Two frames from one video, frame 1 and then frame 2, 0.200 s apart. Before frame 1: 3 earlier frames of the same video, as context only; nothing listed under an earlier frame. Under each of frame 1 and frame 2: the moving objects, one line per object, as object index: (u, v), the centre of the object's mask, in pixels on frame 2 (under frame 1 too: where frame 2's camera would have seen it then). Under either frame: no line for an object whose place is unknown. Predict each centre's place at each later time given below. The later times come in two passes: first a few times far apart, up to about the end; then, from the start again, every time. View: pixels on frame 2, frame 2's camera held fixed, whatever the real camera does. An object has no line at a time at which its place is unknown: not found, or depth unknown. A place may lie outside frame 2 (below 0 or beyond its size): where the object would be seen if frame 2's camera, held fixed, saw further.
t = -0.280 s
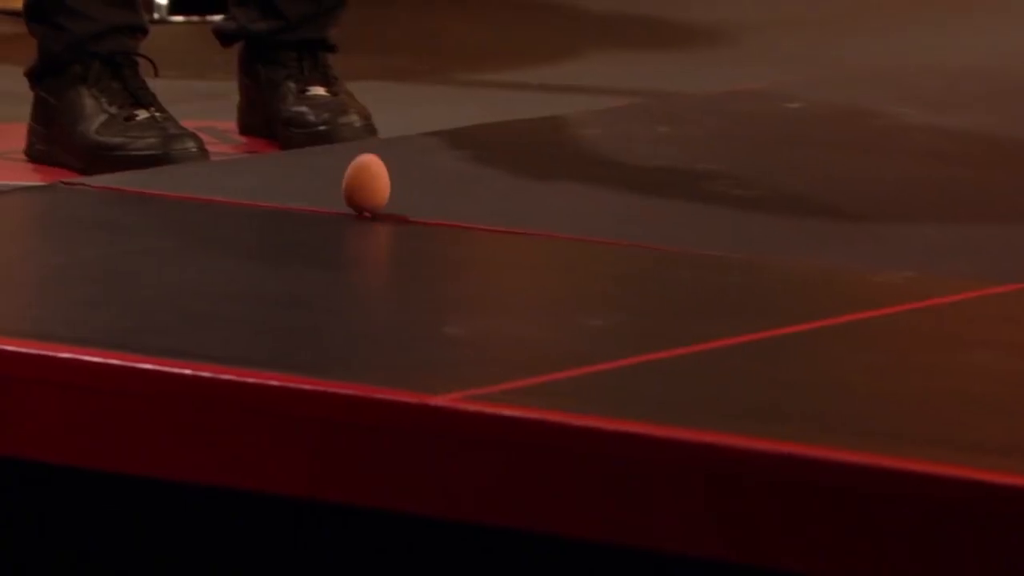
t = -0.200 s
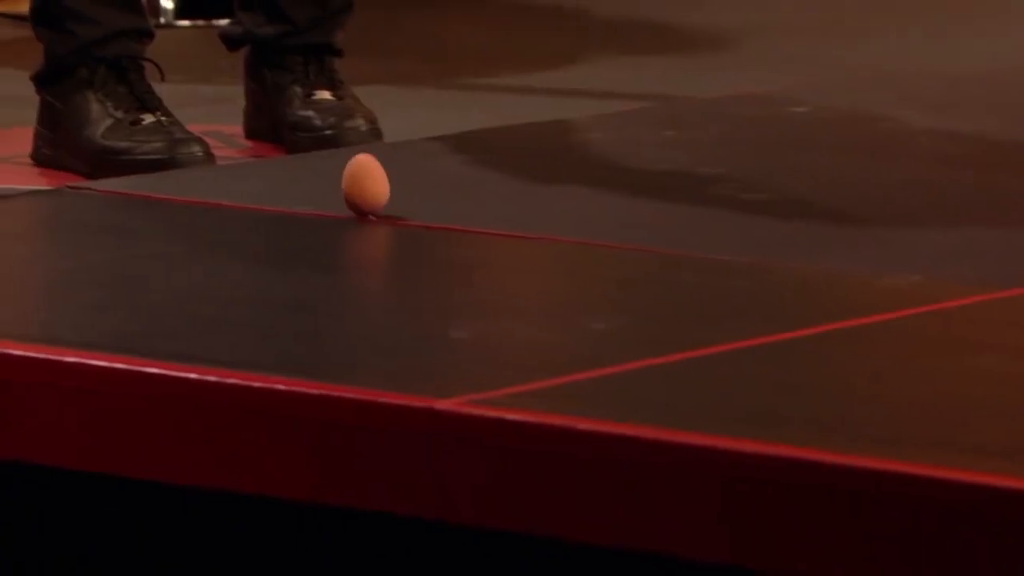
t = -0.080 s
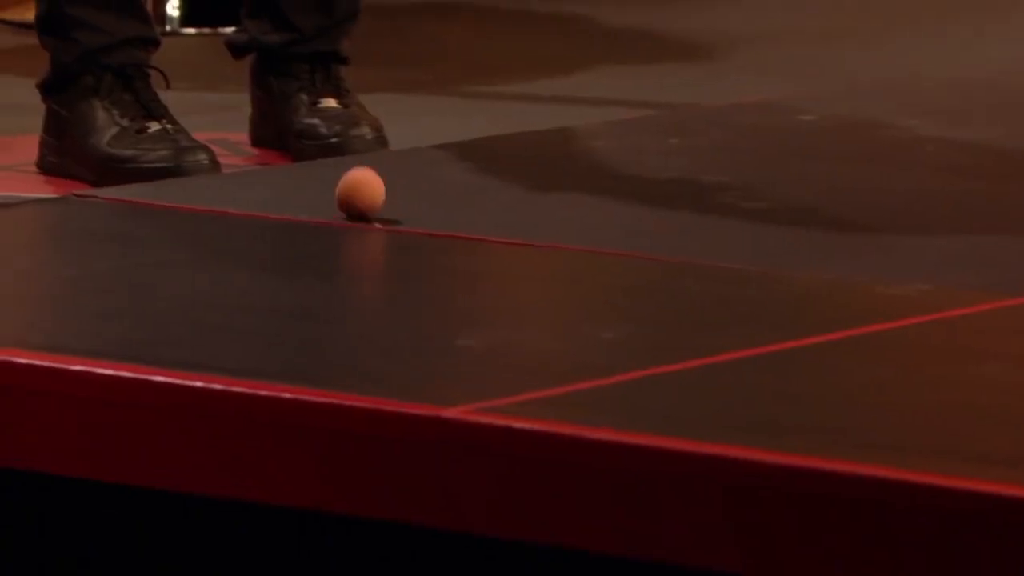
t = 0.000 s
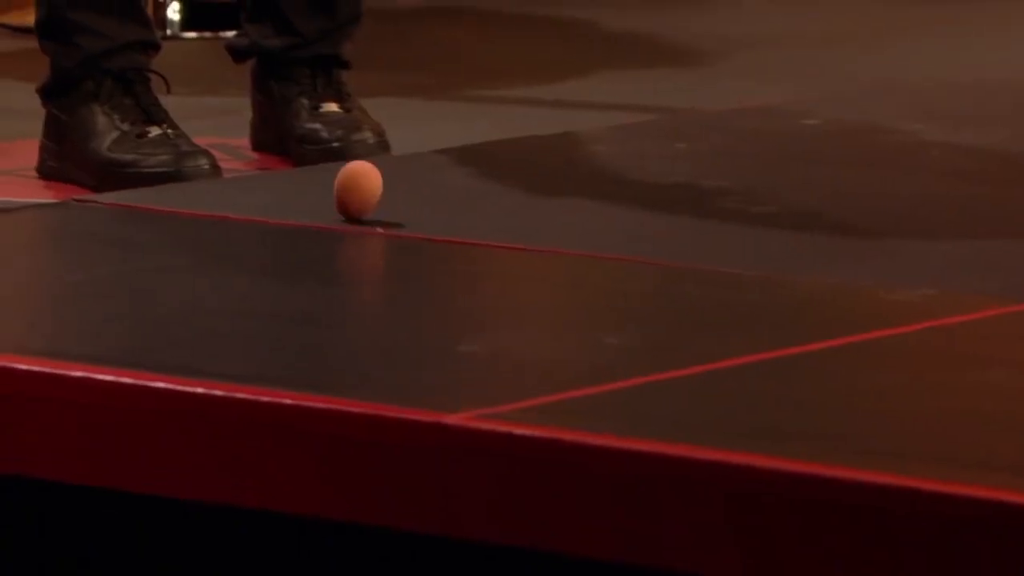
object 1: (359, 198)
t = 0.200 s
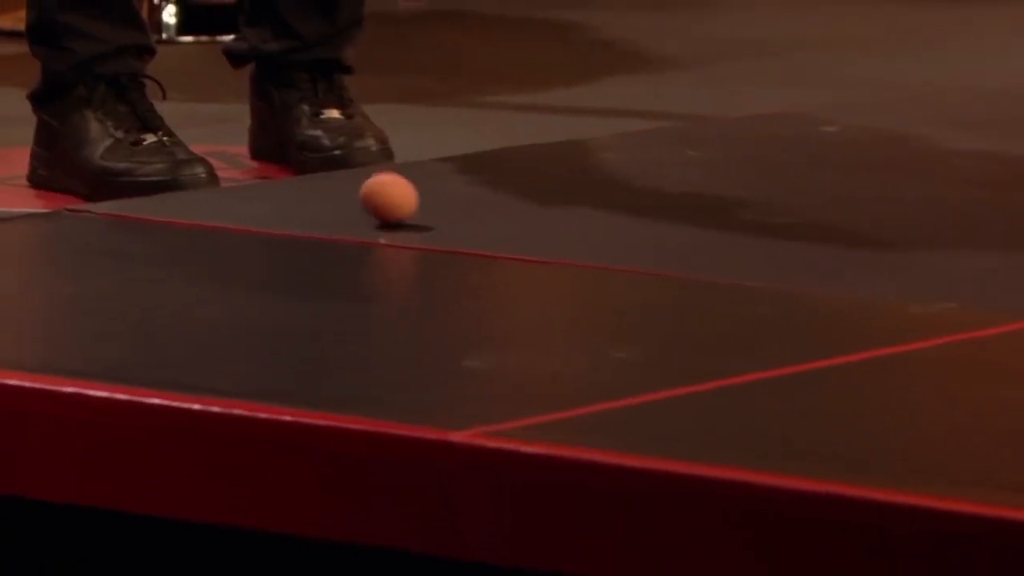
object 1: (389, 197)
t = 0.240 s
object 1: (399, 194)
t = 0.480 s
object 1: (451, 190)
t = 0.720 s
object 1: (507, 192)
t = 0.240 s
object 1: (399, 194)
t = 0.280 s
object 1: (407, 191)
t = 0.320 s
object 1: (416, 190)
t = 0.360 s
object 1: (424, 191)
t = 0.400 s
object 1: (432, 192)
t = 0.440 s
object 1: (441, 195)
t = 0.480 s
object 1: (451, 190)
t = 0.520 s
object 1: (459, 186)
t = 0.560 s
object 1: (466, 184)
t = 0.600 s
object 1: (472, 184)
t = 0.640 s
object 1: (480, 184)
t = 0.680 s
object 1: (492, 187)
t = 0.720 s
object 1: (507, 192)
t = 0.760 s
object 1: (522, 189)
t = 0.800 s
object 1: (536, 187)
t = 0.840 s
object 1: (549, 186)
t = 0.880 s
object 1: (561, 186)
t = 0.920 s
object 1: (575, 188)
